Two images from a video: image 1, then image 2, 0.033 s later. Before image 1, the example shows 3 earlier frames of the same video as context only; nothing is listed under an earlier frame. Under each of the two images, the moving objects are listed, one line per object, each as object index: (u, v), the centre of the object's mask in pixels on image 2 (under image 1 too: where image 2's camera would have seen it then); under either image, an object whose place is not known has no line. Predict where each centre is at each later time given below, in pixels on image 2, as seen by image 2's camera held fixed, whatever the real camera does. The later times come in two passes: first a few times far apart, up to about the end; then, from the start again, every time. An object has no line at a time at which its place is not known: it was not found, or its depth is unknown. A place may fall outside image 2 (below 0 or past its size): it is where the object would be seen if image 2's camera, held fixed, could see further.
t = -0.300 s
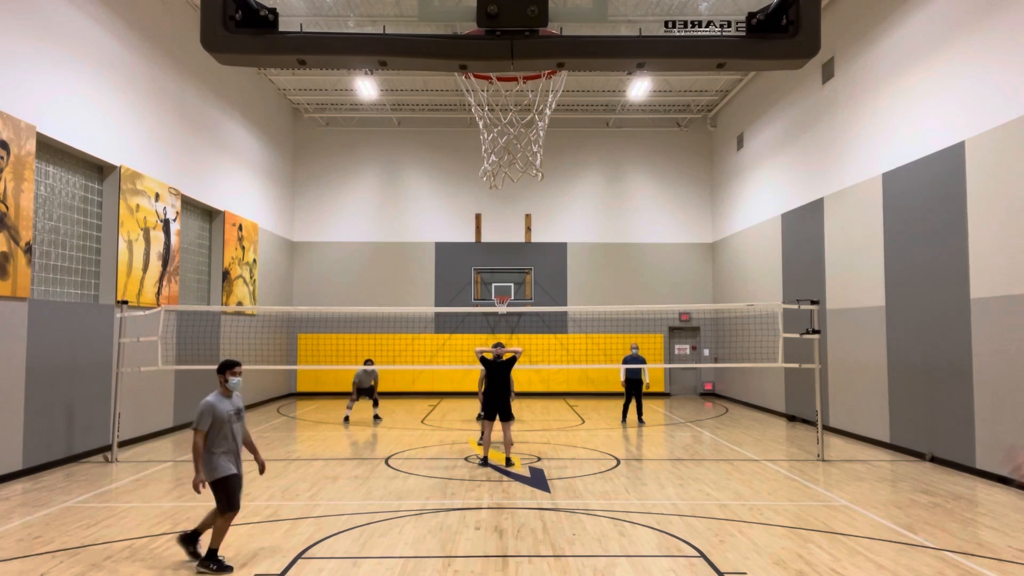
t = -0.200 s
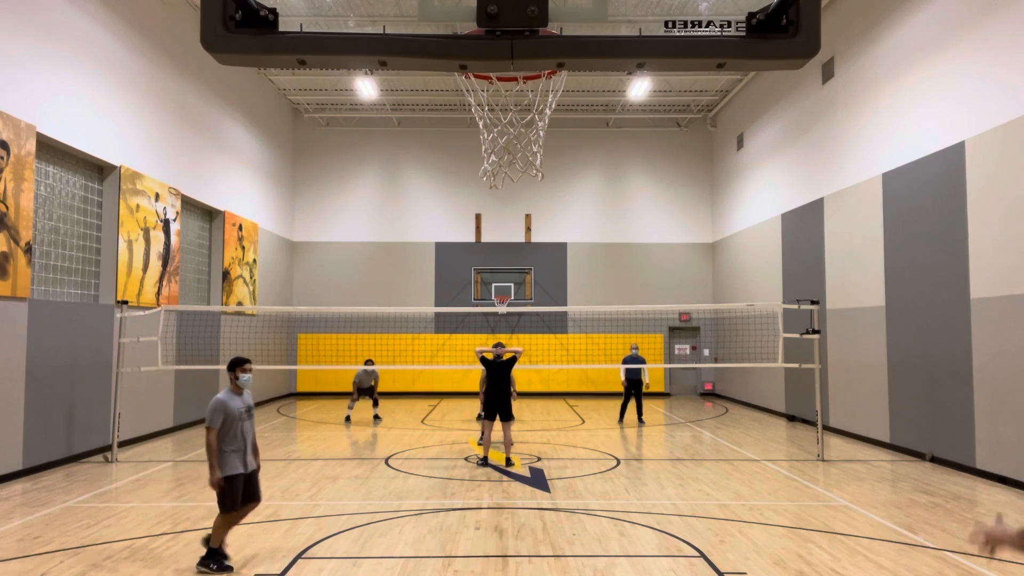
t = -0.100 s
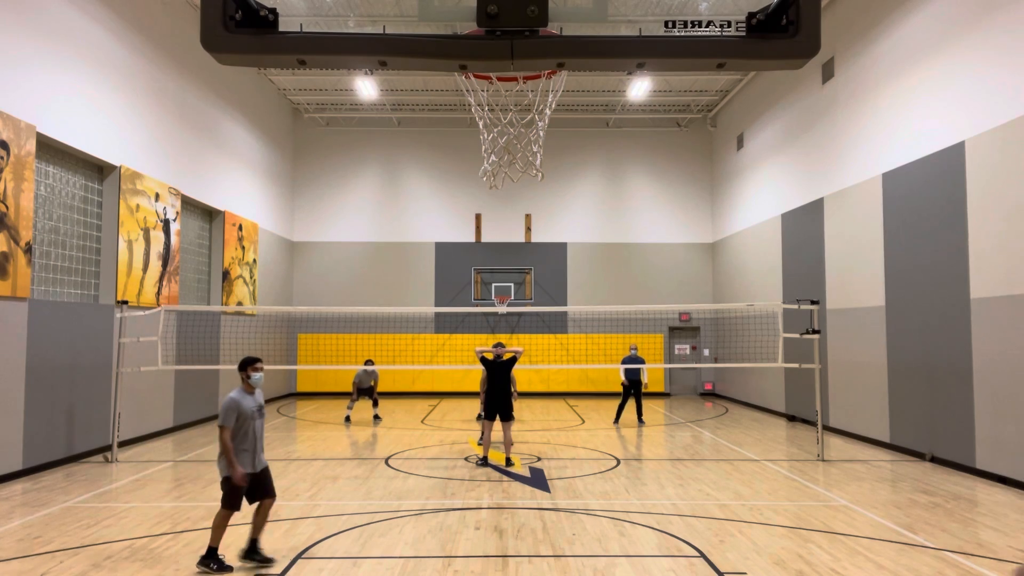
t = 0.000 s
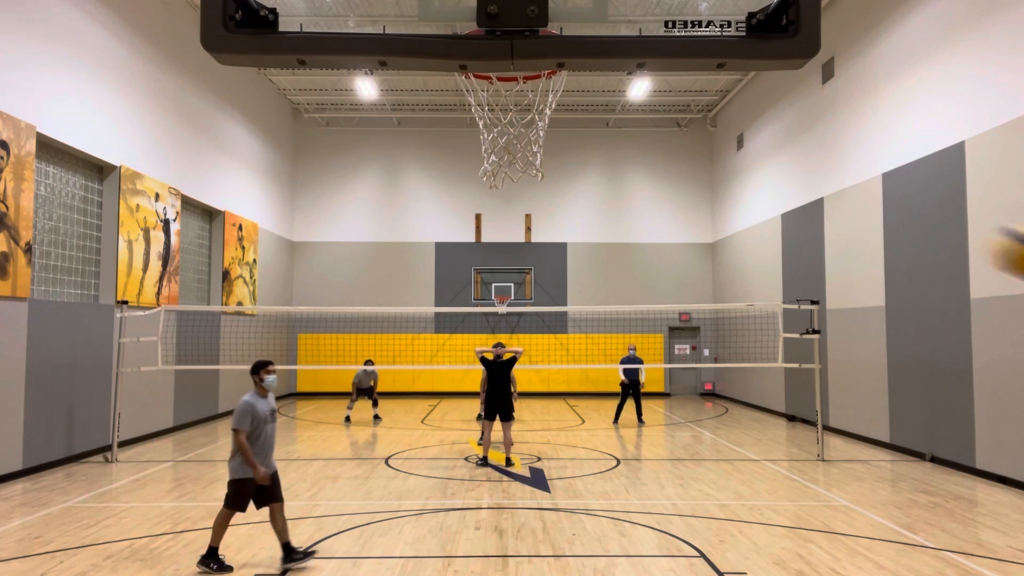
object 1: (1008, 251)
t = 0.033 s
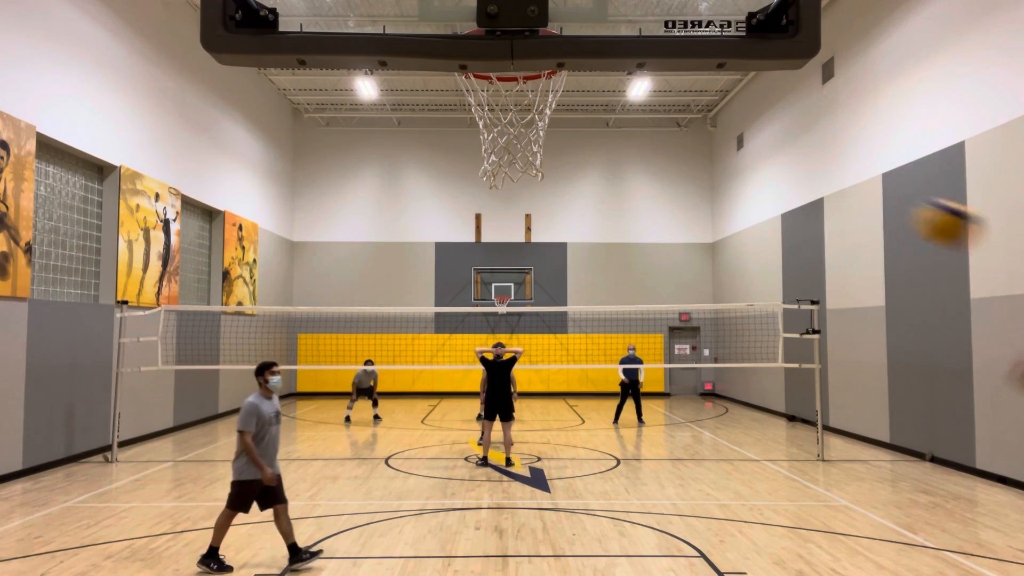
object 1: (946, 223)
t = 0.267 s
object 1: (685, 164)
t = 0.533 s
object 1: (582, 193)
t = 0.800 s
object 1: (537, 240)
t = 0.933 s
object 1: (523, 269)
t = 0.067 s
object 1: (884, 202)
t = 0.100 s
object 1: (833, 188)
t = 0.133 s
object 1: (790, 175)
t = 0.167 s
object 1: (756, 168)
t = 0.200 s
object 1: (730, 165)
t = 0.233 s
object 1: (706, 163)
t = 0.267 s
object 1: (685, 164)
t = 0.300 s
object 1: (666, 165)
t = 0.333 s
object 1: (650, 168)
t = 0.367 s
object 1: (636, 171)
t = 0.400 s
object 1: (623, 175)
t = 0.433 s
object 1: (611, 179)
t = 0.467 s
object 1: (600, 183)
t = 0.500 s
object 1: (591, 188)
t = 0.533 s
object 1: (582, 193)
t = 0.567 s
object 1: (575, 197)
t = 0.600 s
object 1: (568, 203)
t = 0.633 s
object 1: (562, 208)
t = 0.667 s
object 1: (557, 213)
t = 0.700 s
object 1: (552, 220)
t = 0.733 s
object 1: (546, 226)
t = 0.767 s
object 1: (542, 232)
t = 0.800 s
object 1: (537, 240)
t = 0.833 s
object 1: (533, 246)
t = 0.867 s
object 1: (529, 254)
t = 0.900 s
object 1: (526, 261)
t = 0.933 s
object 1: (523, 269)
